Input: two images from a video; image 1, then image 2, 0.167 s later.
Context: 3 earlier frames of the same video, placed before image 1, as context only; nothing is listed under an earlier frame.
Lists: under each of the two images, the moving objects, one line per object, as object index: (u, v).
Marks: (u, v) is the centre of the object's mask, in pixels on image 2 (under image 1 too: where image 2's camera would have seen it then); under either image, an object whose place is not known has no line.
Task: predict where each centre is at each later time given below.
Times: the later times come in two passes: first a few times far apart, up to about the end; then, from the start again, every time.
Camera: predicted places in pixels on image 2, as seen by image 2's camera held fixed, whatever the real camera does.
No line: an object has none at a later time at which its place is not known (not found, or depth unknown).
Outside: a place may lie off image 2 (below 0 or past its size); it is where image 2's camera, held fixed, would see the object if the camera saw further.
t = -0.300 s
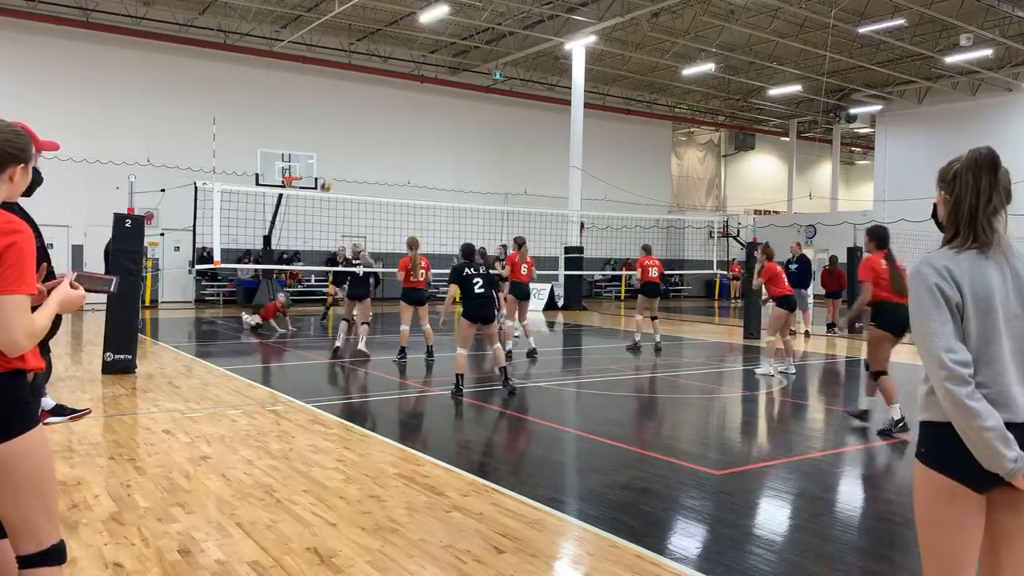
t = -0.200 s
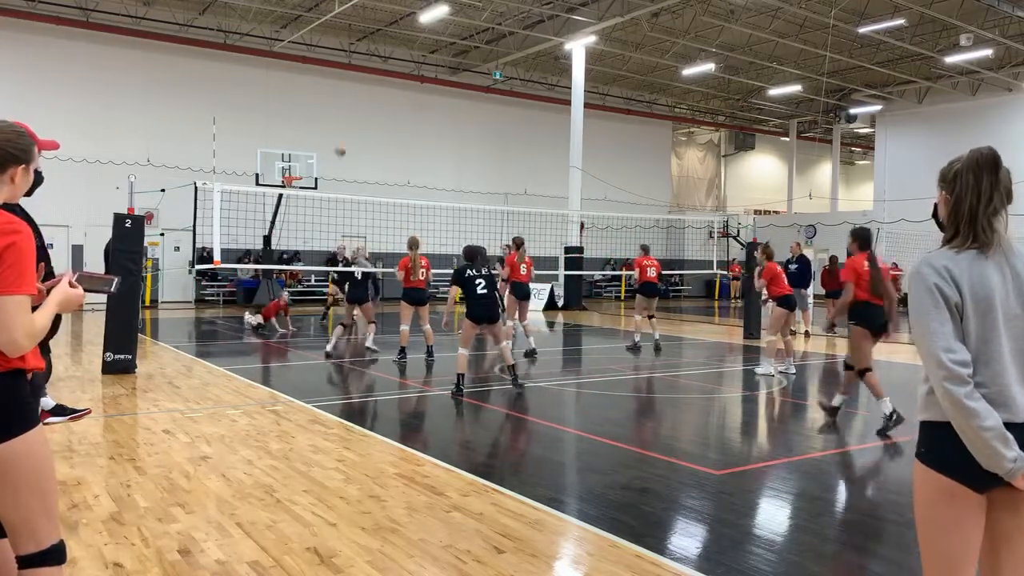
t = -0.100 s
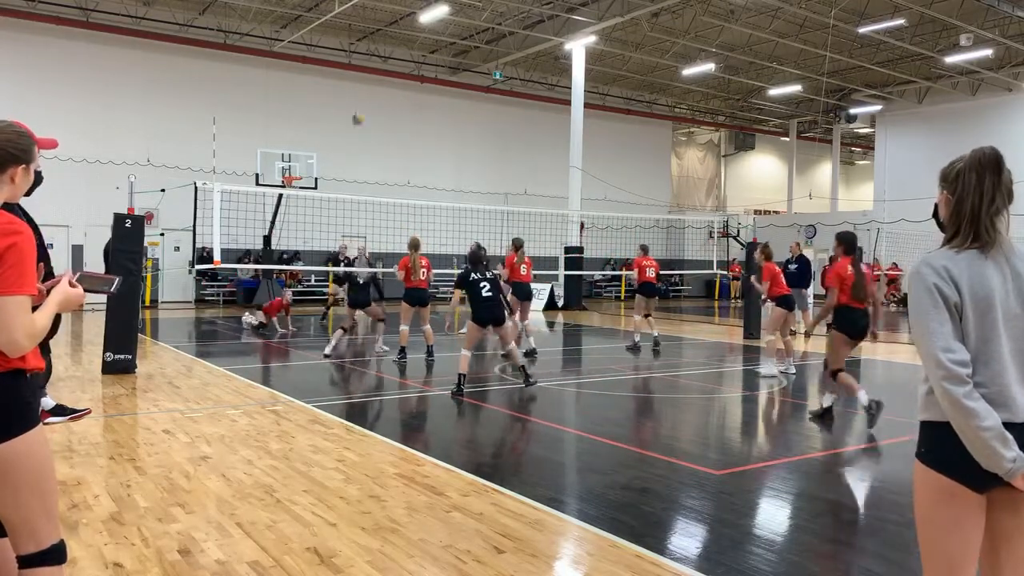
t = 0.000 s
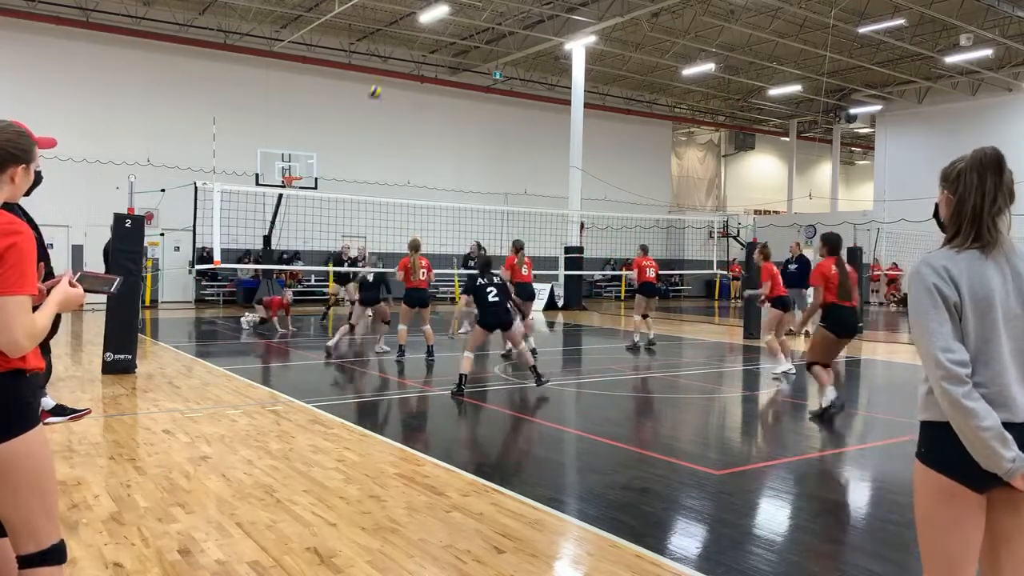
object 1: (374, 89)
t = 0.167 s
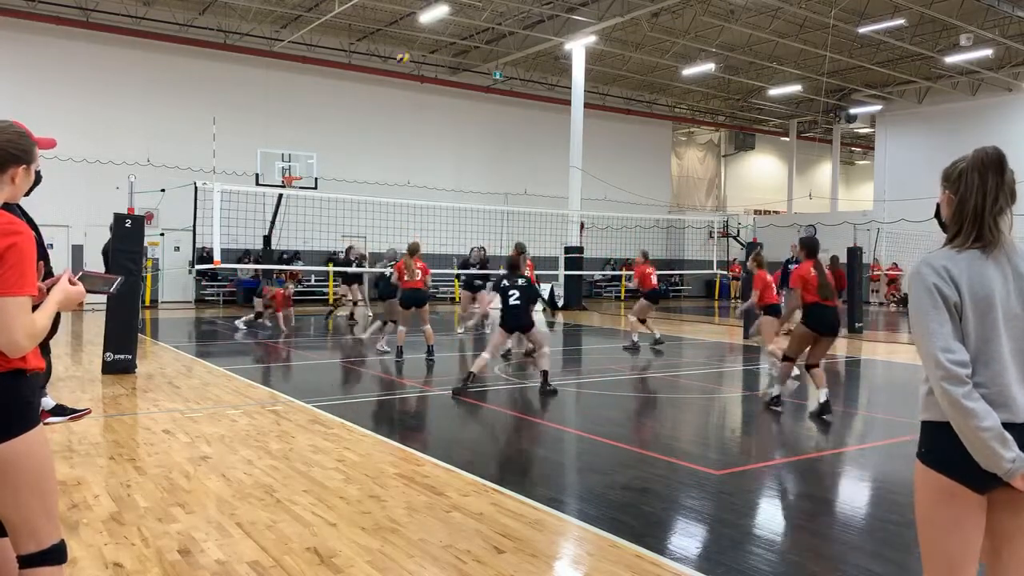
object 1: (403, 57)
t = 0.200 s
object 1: (410, 52)
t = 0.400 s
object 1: (444, 37)
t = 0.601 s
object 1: (480, 46)
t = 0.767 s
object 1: (511, 71)
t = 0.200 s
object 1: (410, 52)
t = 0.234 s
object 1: (415, 48)
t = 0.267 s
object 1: (421, 46)
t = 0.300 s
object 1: (427, 42)
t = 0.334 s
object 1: (432, 39)
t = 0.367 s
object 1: (439, 39)
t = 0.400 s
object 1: (444, 37)
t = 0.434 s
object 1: (449, 37)
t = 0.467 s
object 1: (455, 38)
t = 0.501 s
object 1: (462, 38)
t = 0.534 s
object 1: (468, 41)
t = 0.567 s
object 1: (473, 43)
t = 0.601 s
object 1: (480, 46)
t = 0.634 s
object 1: (486, 49)
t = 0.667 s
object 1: (493, 54)
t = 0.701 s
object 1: (499, 59)
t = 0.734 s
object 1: (505, 65)
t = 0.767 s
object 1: (511, 71)
